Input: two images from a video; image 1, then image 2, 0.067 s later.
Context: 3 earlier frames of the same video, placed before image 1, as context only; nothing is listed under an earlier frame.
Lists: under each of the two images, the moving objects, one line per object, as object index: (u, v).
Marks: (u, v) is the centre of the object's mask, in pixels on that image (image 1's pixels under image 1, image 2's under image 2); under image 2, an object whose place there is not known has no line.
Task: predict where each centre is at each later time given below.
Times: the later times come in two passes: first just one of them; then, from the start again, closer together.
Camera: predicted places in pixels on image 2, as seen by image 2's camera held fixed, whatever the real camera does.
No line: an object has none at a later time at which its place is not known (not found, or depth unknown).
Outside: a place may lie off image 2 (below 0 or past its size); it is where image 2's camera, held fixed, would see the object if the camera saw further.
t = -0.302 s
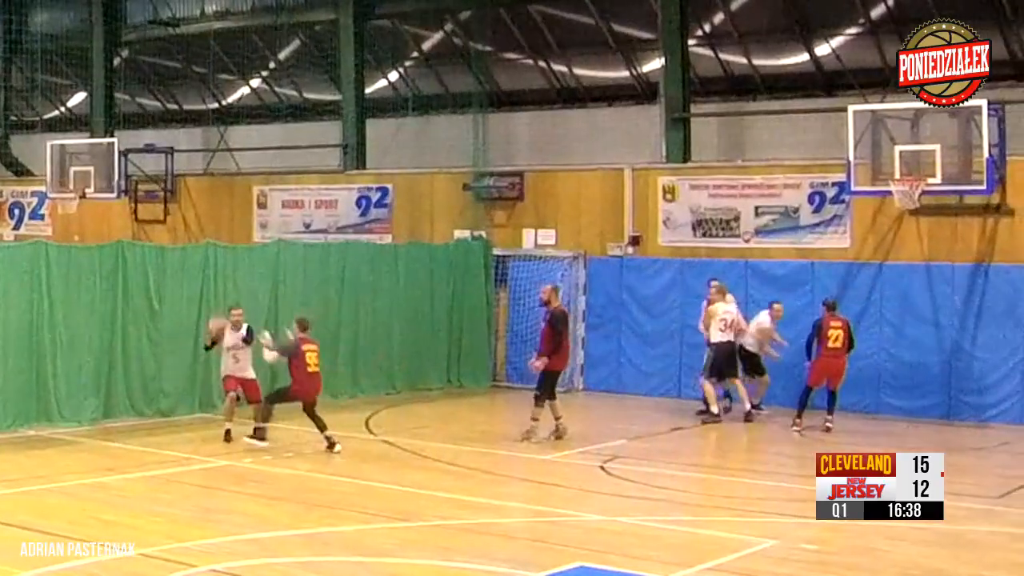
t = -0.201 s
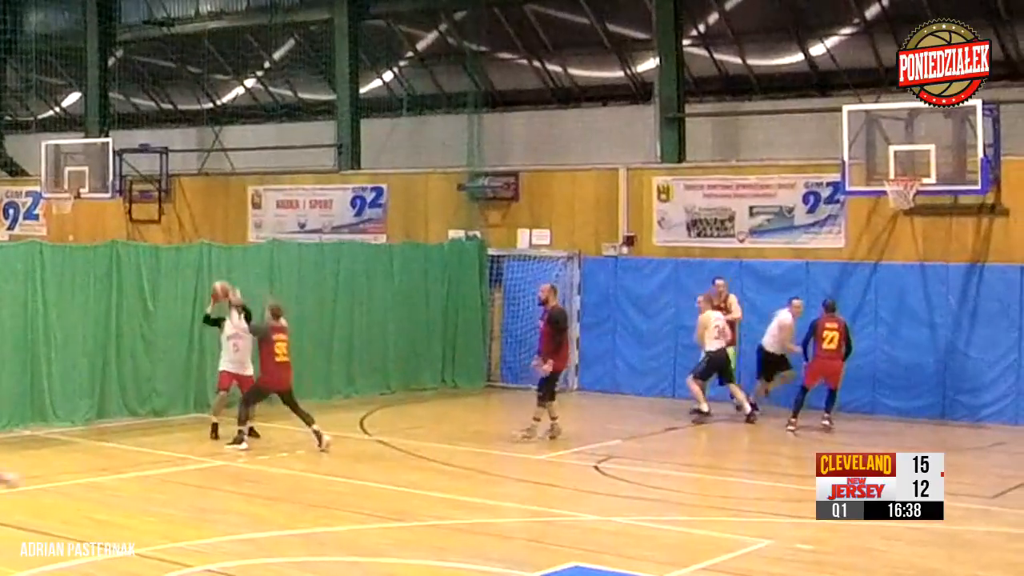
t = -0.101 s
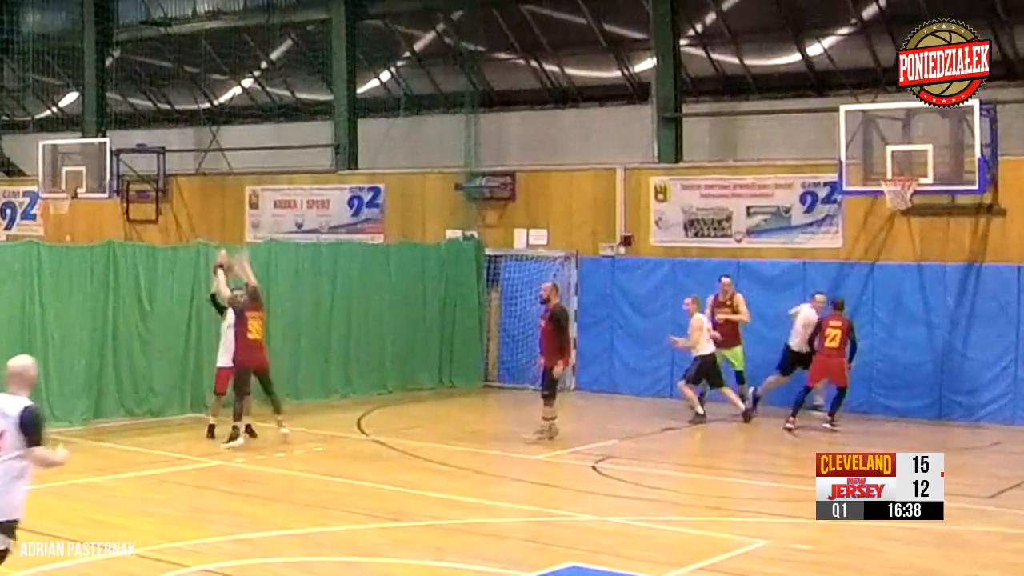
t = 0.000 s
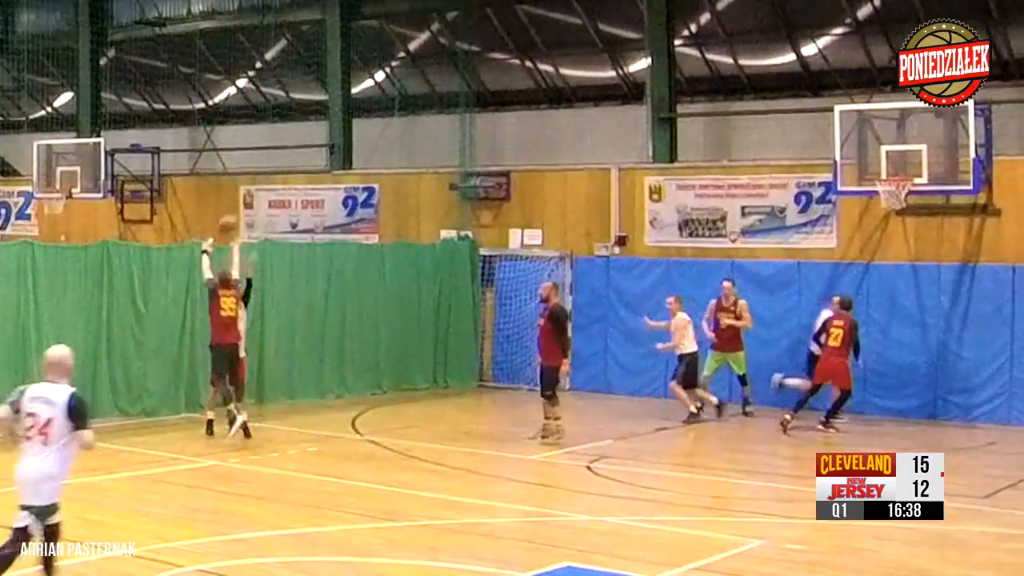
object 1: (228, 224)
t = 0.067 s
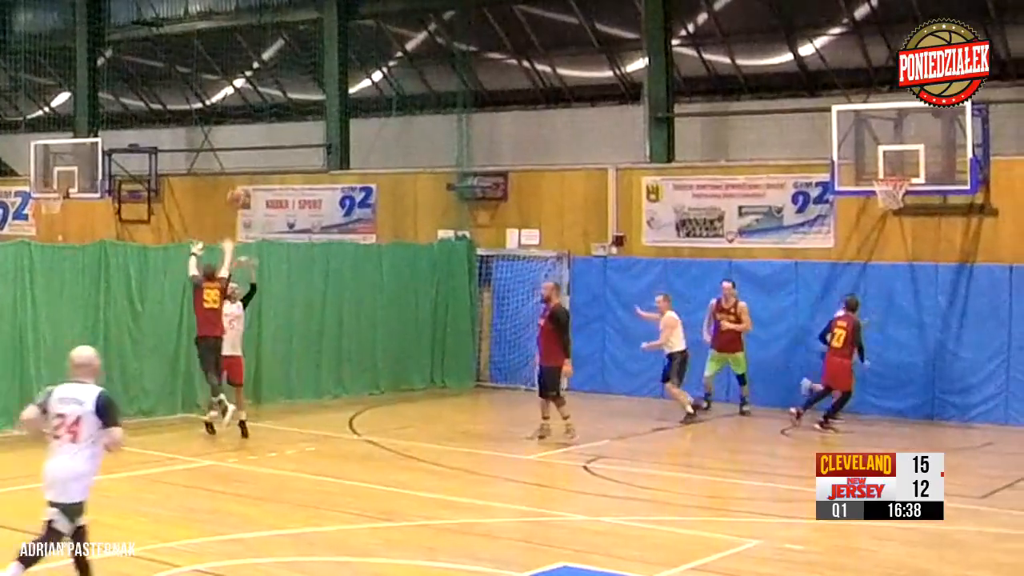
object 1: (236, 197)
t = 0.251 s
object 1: (263, 146)
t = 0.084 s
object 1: (238, 193)
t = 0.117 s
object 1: (243, 182)
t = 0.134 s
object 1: (244, 175)
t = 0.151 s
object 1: (248, 170)
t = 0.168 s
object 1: (249, 166)
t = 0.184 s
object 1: (251, 162)
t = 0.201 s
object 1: (254, 157)
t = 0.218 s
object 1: (257, 153)
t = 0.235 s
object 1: (260, 149)
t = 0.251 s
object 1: (263, 146)
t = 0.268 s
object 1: (264, 142)
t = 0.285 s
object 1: (267, 139)
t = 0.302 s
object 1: (269, 136)
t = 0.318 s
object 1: (272, 132)
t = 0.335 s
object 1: (274, 129)
